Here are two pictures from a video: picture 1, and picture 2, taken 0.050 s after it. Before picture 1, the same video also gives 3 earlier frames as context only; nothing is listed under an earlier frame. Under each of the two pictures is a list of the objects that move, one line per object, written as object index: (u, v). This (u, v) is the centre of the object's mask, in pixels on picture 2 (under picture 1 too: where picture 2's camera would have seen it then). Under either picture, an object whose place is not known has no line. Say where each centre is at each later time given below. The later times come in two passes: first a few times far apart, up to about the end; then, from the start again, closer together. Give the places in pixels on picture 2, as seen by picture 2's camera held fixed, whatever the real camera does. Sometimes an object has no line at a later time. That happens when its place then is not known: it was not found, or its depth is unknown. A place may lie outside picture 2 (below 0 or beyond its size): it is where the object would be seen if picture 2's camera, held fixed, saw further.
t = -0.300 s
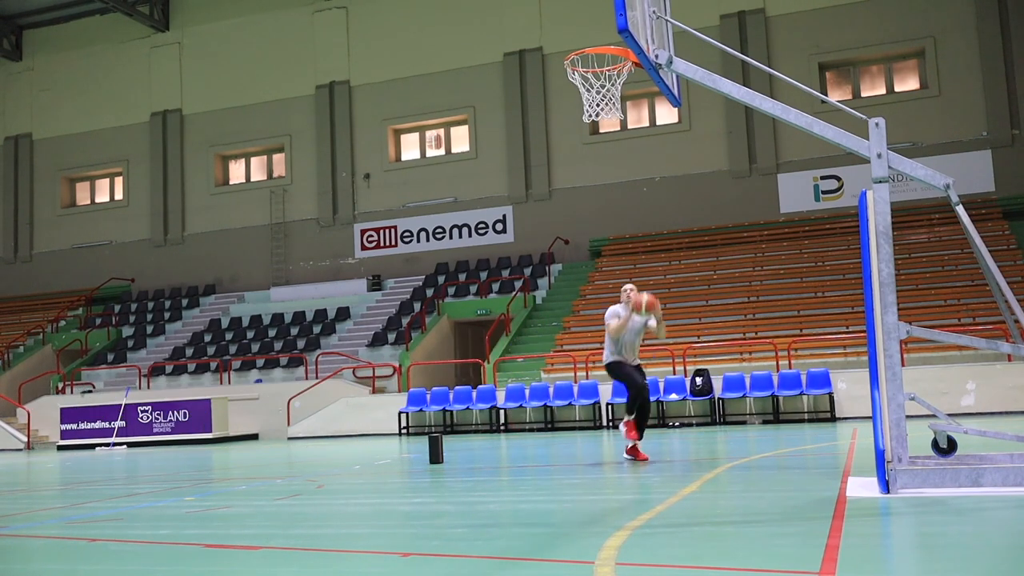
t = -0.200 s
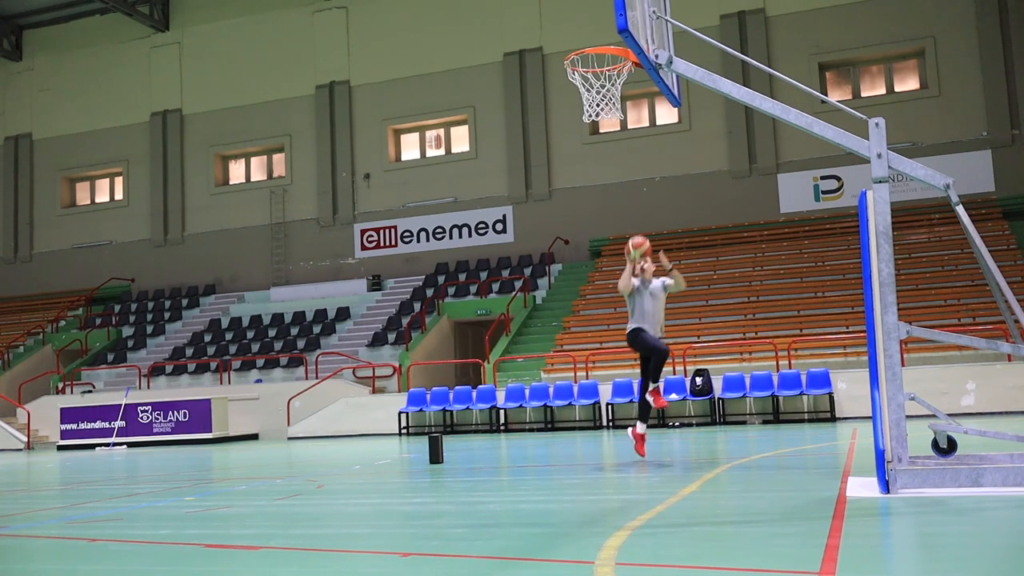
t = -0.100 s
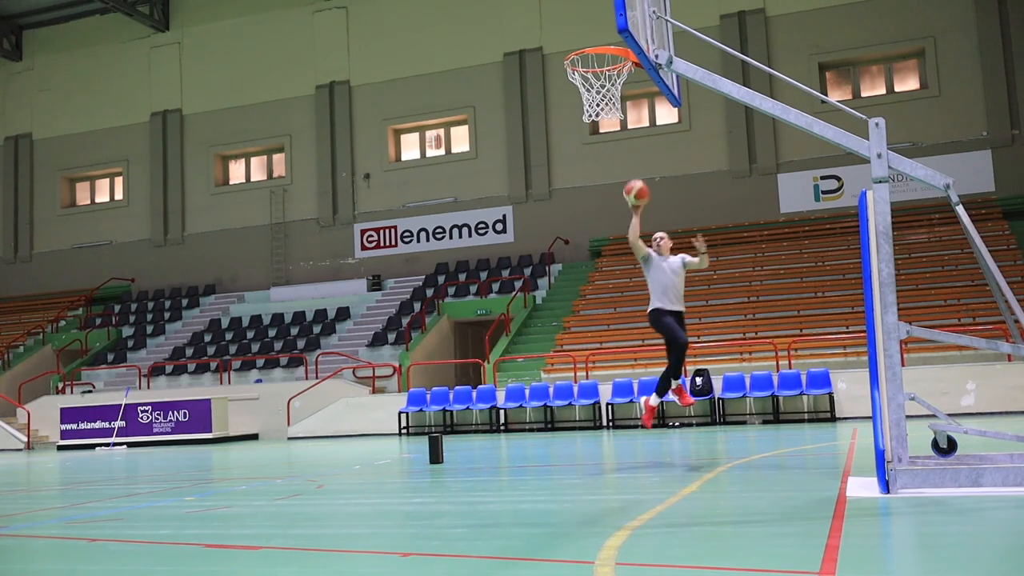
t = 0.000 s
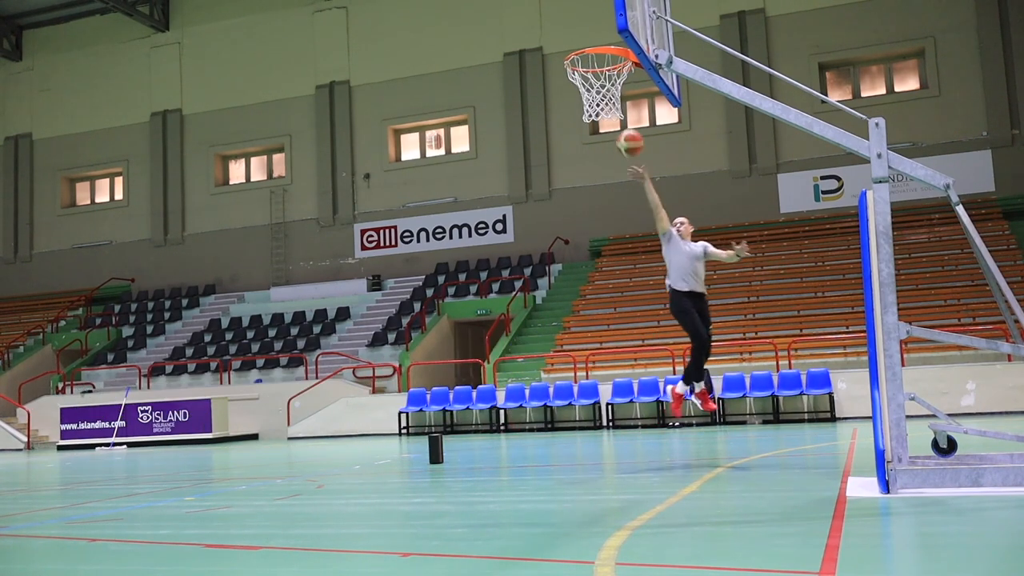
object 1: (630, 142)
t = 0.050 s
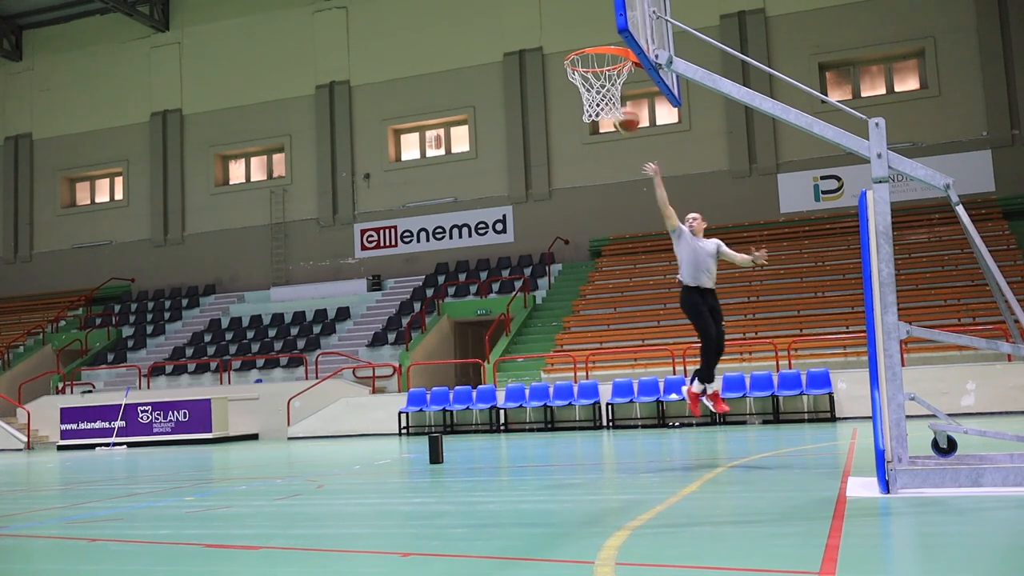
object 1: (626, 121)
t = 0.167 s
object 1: (627, 81)
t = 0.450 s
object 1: (599, 25)
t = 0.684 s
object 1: (583, 48)
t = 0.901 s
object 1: (610, 96)
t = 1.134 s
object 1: (585, 159)
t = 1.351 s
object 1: (566, 278)
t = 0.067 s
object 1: (628, 113)
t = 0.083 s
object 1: (628, 105)
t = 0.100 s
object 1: (627, 99)
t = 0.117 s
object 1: (627, 92)
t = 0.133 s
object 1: (625, 87)
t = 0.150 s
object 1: (627, 84)
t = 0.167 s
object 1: (627, 81)
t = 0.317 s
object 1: (607, 37)
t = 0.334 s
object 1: (606, 35)
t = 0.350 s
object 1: (604, 33)
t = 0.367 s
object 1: (604, 32)
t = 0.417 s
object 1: (601, 27)
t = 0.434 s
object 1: (600, 26)
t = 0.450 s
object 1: (599, 25)
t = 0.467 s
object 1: (598, 25)
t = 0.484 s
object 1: (597, 25)
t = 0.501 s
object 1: (596, 25)
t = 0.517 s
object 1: (595, 26)
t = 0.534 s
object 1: (593, 27)
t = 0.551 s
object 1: (592, 28)
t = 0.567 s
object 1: (591, 30)
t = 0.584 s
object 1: (590, 31)
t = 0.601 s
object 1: (589, 33)
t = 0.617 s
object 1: (588, 35)
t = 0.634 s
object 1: (587, 37)
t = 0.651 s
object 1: (585, 39)
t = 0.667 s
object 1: (584, 41)
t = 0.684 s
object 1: (583, 48)
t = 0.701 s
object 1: (588, 56)
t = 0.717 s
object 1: (594, 59)
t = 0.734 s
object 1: (601, 64)
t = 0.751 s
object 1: (608, 66)
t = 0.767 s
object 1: (615, 69)
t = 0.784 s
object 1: (618, 71)
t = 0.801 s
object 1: (618, 72)
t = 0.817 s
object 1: (616, 74)
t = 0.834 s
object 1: (615, 76)
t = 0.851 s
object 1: (612, 81)
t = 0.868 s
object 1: (611, 85)
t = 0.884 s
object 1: (610, 89)
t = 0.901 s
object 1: (610, 96)
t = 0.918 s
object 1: (606, 101)
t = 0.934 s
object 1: (606, 105)
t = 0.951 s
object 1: (604, 108)
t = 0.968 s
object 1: (602, 112)
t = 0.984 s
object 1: (601, 115)
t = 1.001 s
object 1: (600, 118)
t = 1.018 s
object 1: (598, 122)
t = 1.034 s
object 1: (596, 127)
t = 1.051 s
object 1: (594, 131)
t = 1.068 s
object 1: (592, 136)
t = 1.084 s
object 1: (590, 142)
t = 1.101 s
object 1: (589, 147)
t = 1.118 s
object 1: (587, 153)
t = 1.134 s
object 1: (585, 159)
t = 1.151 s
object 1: (583, 165)
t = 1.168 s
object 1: (582, 174)
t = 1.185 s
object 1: (581, 181)
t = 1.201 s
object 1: (579, 189)
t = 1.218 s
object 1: (577, 196)
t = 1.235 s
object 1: (575, 206)
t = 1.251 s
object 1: (574, 216)
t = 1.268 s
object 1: (573, 224)
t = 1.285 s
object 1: (571, 235)
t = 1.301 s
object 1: (571, 245)
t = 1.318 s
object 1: (569, 255)
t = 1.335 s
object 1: (568, 266)
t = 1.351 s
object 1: (566, 278)
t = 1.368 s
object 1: (564, 290)
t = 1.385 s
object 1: (564, 302)
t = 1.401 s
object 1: (562, 315)
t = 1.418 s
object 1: (561, 327)
